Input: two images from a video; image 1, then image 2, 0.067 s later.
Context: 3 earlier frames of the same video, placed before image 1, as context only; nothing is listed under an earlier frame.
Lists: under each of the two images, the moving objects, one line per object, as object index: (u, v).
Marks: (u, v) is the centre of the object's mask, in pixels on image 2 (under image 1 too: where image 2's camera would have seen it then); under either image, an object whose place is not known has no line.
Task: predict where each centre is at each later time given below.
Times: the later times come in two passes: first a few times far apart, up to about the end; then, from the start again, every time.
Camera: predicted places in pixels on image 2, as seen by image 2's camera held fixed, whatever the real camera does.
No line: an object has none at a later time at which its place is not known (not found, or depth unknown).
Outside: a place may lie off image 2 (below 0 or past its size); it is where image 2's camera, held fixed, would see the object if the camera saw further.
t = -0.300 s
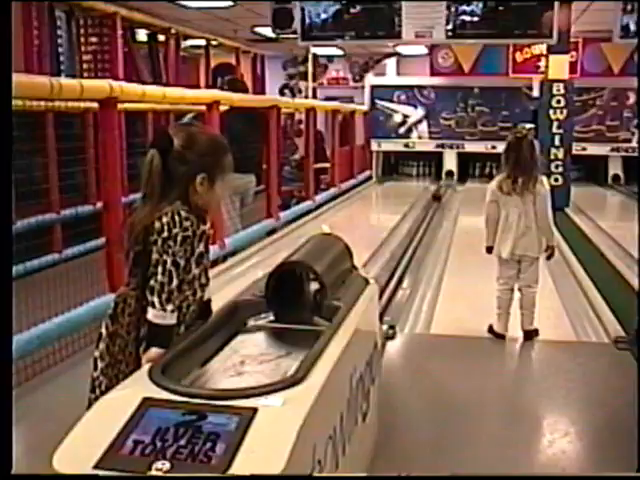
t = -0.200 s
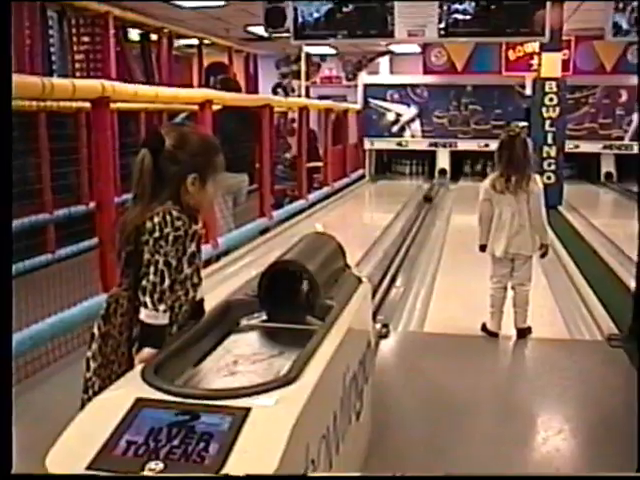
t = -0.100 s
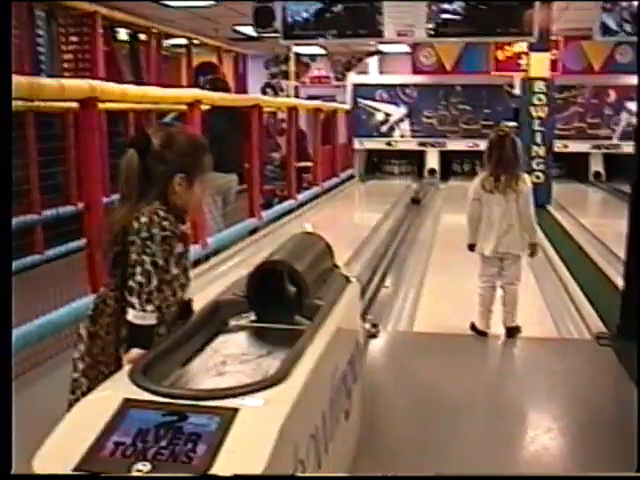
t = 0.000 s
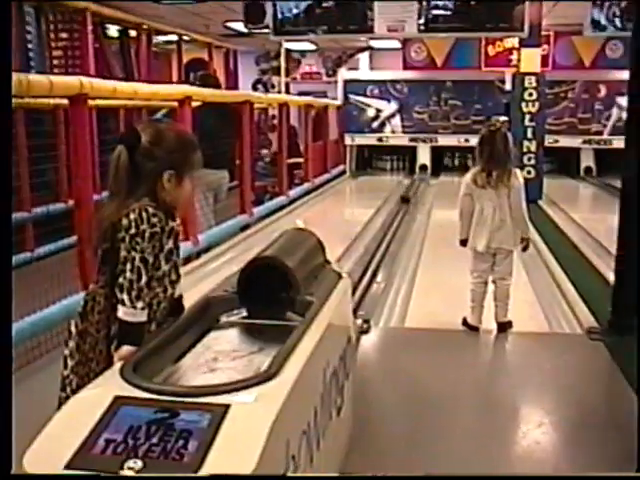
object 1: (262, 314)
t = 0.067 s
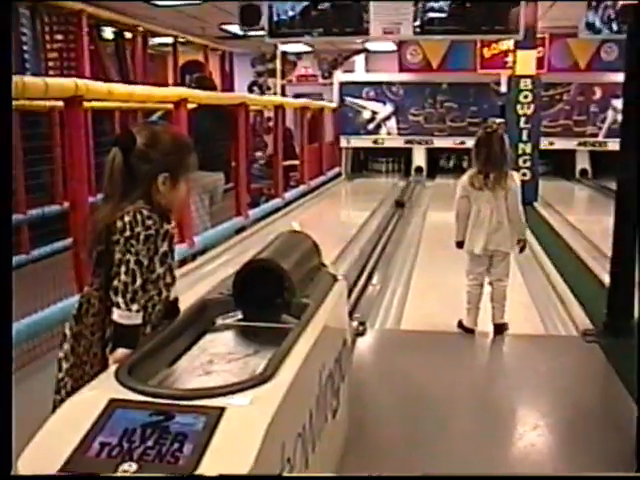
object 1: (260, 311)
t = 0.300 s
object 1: (260, 302)
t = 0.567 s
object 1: (266, 327)
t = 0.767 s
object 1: (250, 348)
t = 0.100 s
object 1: (258, 312)
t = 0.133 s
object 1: (261, 304)
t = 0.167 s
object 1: (261, 304)
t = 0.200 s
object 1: (257, 301)
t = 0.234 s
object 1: (259, 302)
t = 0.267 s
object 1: (258, 300)
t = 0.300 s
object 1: (260, 302)
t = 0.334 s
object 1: (260, 305)
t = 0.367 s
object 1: (262, 310)
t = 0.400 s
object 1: (263, 312)
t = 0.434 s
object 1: (263, 315)
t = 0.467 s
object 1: (264, 319)
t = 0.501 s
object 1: (266, 322)
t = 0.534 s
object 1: (266, 325)
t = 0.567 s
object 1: (266, 327)
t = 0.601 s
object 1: (266, 331)
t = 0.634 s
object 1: (263, 334)
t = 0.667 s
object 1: (259, 337)
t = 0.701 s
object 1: (256, 340)
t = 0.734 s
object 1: (254, 344)
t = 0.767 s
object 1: (250, 348)
